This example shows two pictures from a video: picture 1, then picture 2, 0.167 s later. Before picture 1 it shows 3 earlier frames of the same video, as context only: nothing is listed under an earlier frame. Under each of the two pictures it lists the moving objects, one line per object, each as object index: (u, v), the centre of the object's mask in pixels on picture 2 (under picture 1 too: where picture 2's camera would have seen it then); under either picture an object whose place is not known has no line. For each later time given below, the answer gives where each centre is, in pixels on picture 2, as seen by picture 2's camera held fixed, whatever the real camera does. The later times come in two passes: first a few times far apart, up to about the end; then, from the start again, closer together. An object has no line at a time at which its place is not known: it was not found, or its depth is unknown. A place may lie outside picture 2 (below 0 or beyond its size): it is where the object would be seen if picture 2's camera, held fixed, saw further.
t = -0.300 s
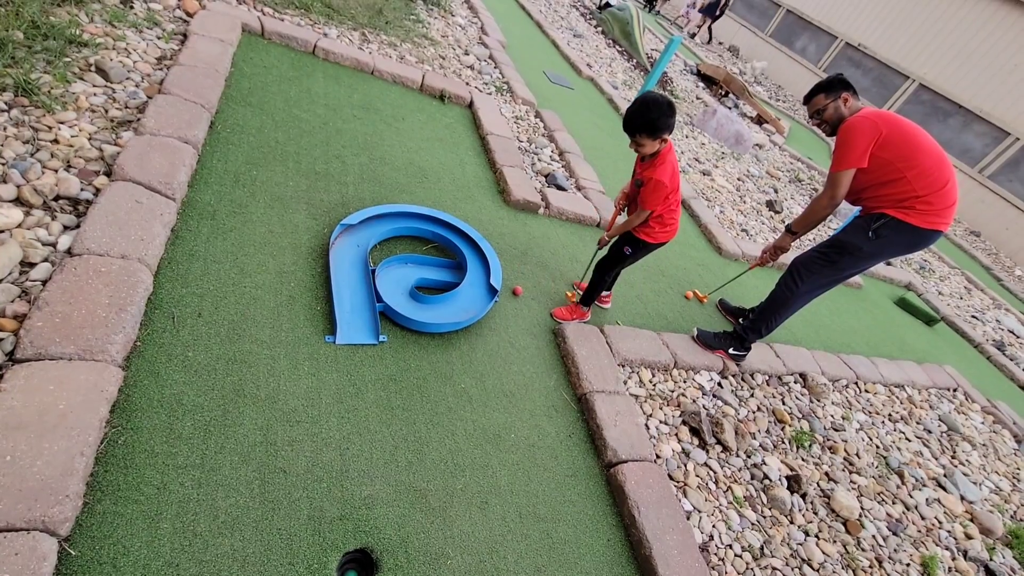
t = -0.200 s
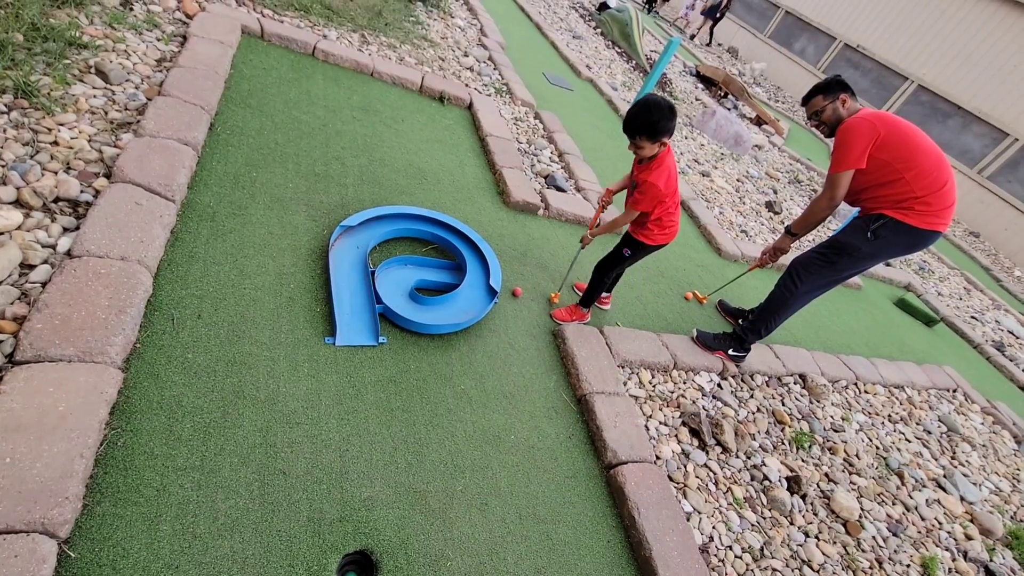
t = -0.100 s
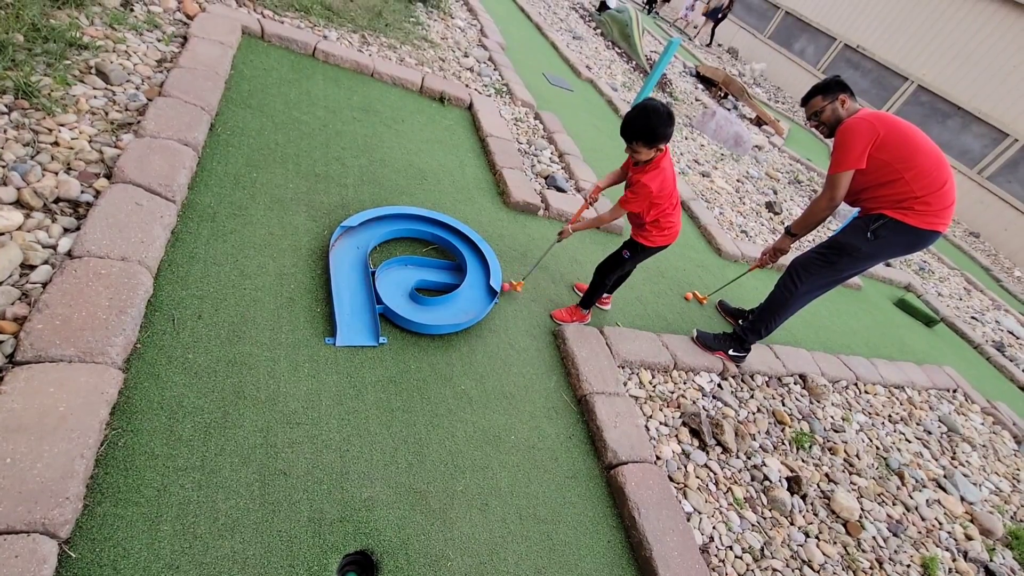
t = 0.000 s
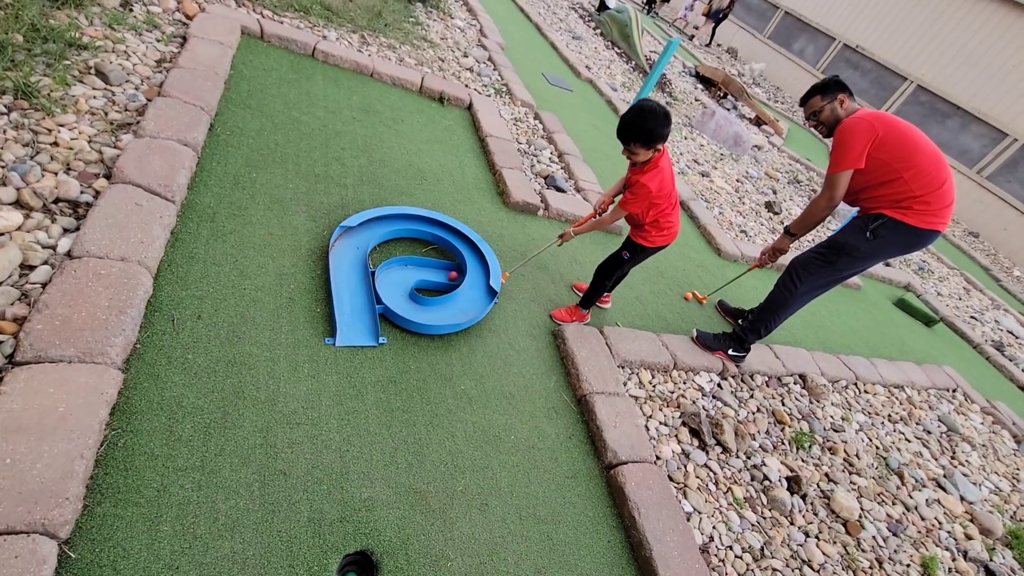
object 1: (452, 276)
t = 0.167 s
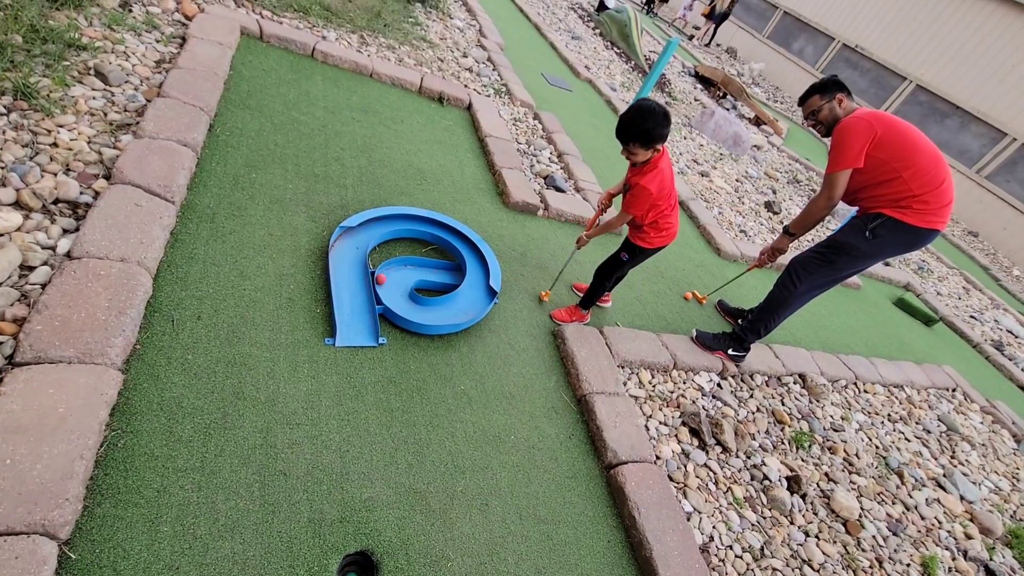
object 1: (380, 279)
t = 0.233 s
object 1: (383, 297)
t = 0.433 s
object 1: (431, 323)
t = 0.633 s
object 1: (468, 316)
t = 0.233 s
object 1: (383, 297)
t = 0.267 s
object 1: (388, 304)
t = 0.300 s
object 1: (397, 311)
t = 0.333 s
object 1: (406, 316)
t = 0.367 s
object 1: (414, 319)
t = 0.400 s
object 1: (423, 322)
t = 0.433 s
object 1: (431, 323)
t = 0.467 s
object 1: (438, 323)
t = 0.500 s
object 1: (445, 322)
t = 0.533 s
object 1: (452, 321)
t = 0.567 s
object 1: (458, 320)
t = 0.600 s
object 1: (462, 318)
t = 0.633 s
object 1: (468, 316)
